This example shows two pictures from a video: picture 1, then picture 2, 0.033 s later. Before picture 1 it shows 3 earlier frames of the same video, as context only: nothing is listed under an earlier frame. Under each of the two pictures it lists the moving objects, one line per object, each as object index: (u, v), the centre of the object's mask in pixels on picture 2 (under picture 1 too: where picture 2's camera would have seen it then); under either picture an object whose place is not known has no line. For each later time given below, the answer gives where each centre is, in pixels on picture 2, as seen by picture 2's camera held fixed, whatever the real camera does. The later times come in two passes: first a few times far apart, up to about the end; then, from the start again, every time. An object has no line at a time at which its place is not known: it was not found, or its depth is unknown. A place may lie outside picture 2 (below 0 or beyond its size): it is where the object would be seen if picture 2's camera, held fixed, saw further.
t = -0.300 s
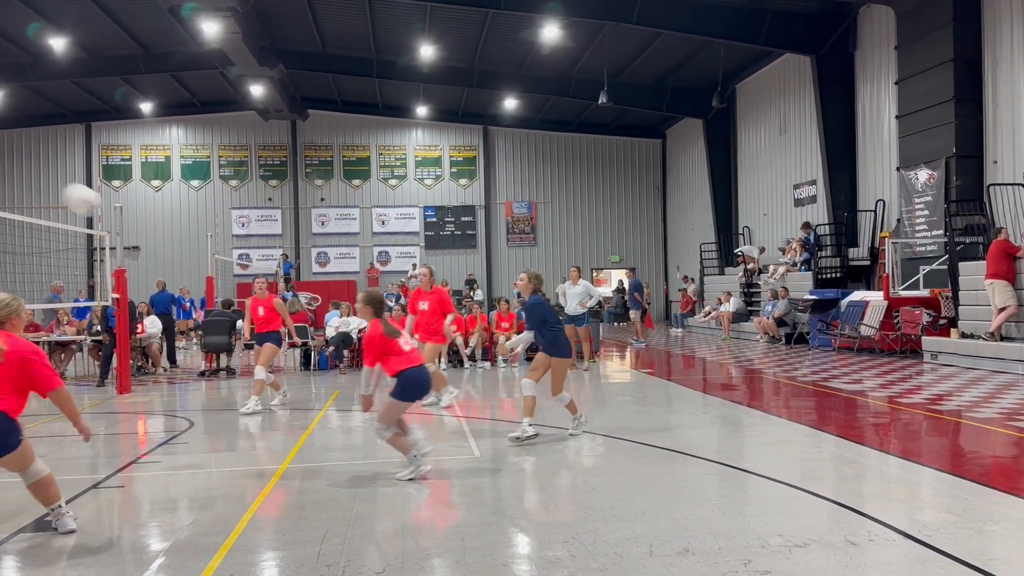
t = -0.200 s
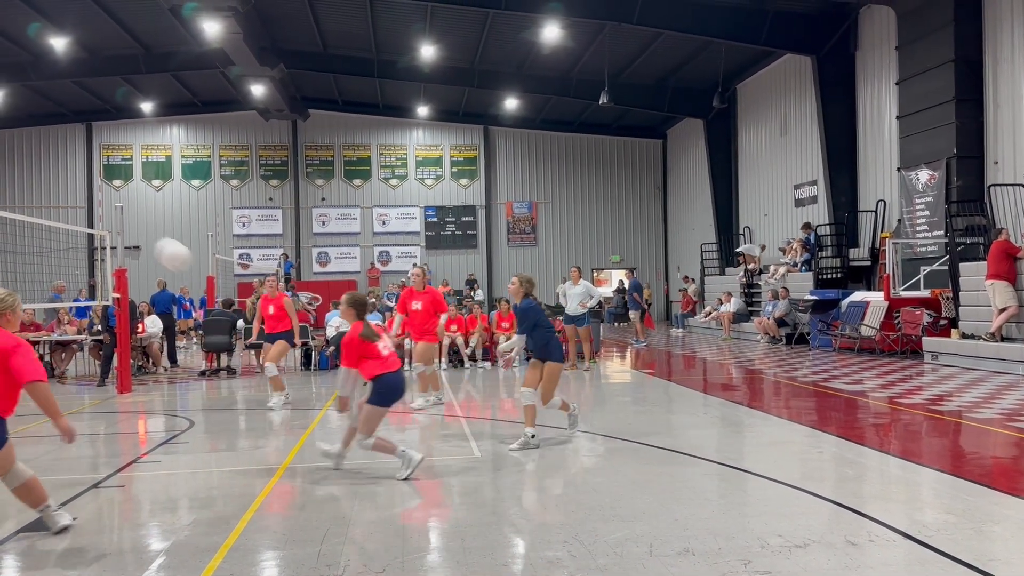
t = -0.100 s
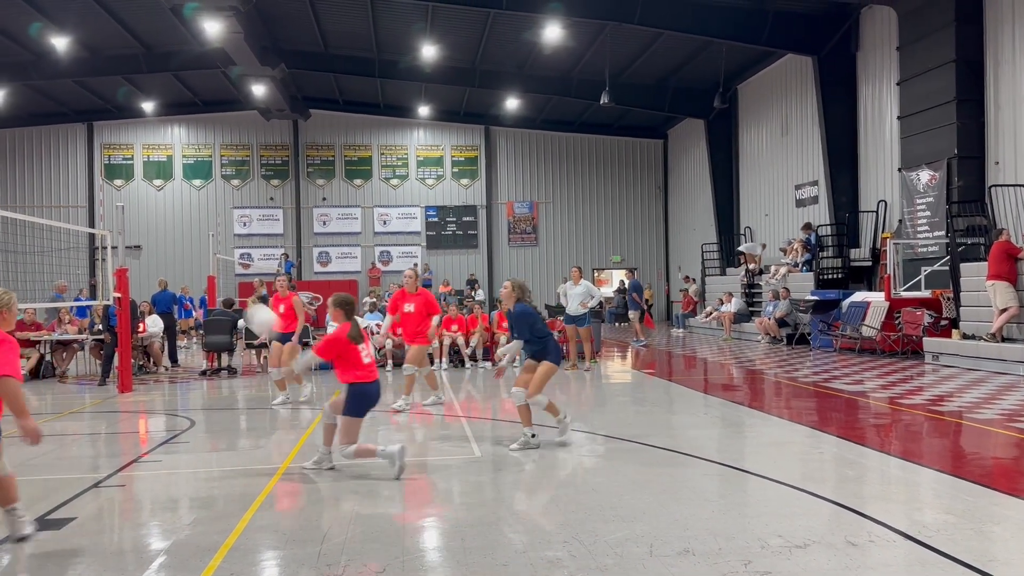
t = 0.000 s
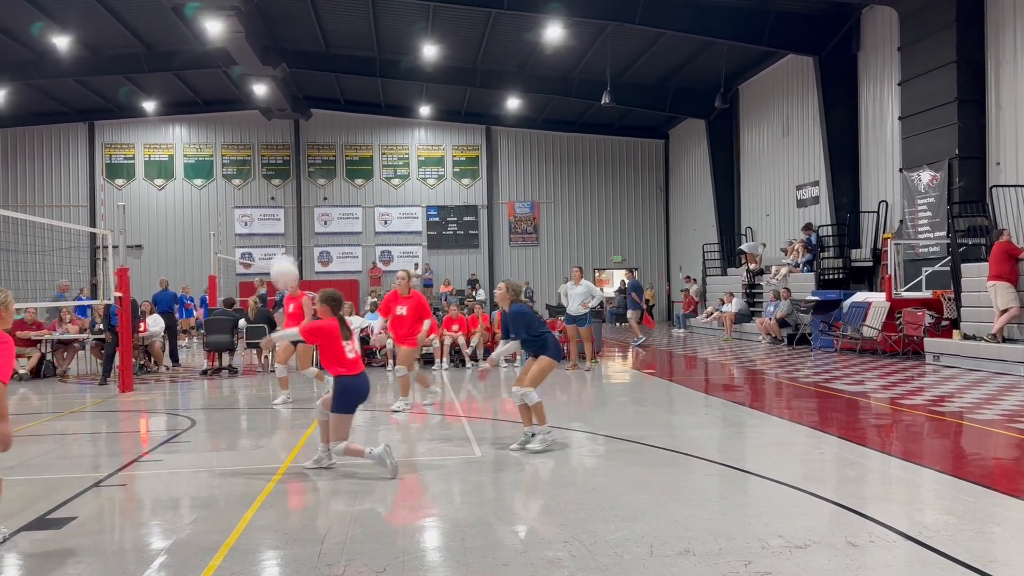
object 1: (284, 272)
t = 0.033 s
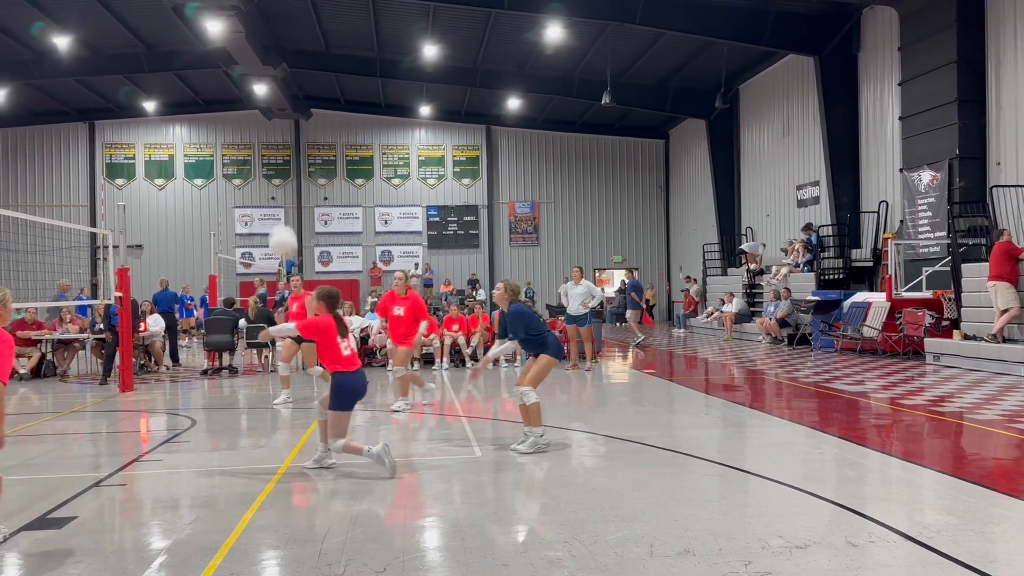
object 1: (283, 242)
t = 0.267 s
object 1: (276, 92)
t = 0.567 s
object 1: (277, 15)
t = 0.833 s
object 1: (282, 33)
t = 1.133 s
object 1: (291, 131)
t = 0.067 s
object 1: (282, 214)
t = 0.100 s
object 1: (280, 190)
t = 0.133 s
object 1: (278, 167)
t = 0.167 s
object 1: (278, 146)
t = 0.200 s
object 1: (277, 126)
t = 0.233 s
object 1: (276, 108)
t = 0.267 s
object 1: (276, 92)
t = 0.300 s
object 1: (275, 78)
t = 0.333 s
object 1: (275, 65)
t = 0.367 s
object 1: (275, 53)
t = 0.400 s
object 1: (275, 43)
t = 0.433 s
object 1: (275, 35)
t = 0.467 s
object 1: (276, 28)
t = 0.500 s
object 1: (276, 23)
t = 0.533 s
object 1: (276, 18)
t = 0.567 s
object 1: (277, 15)
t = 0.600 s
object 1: (277, 13)
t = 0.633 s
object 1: (278, 12)
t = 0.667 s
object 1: (278, 13)
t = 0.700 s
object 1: (279, 15)
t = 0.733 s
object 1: (280, 18)
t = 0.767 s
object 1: (281, 22)
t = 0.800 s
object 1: (281, 27)
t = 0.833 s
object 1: (282, 33)
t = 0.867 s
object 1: (283, 40)
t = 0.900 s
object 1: (284, 48)
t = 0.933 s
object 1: (285, 57)
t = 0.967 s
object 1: (286, 67)
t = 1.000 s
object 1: (287, 79)
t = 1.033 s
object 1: (288, 90)
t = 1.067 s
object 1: (289, 103)
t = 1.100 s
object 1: (290, 117)
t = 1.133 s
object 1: (291, 131)
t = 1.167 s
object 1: (292, 146)
